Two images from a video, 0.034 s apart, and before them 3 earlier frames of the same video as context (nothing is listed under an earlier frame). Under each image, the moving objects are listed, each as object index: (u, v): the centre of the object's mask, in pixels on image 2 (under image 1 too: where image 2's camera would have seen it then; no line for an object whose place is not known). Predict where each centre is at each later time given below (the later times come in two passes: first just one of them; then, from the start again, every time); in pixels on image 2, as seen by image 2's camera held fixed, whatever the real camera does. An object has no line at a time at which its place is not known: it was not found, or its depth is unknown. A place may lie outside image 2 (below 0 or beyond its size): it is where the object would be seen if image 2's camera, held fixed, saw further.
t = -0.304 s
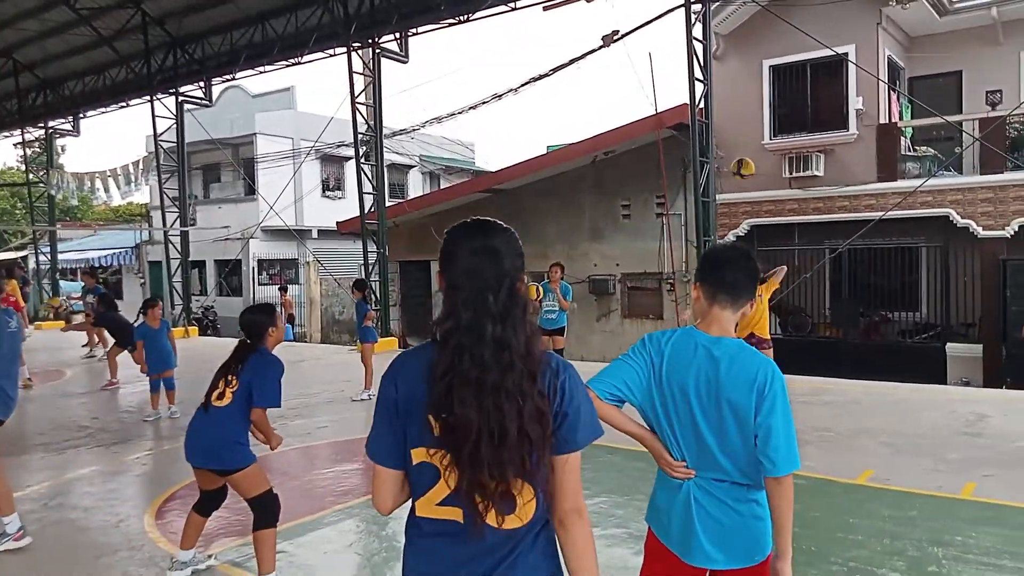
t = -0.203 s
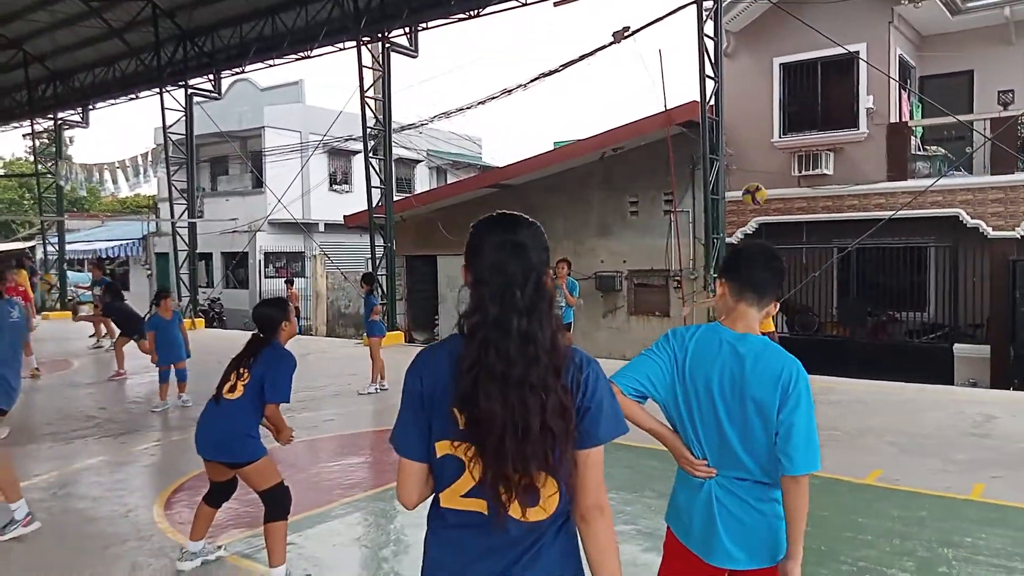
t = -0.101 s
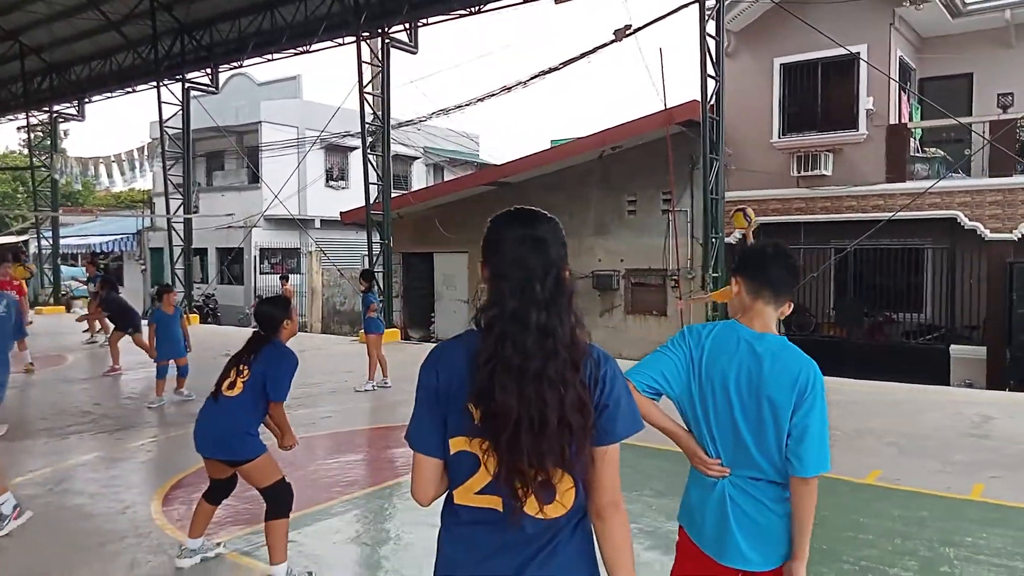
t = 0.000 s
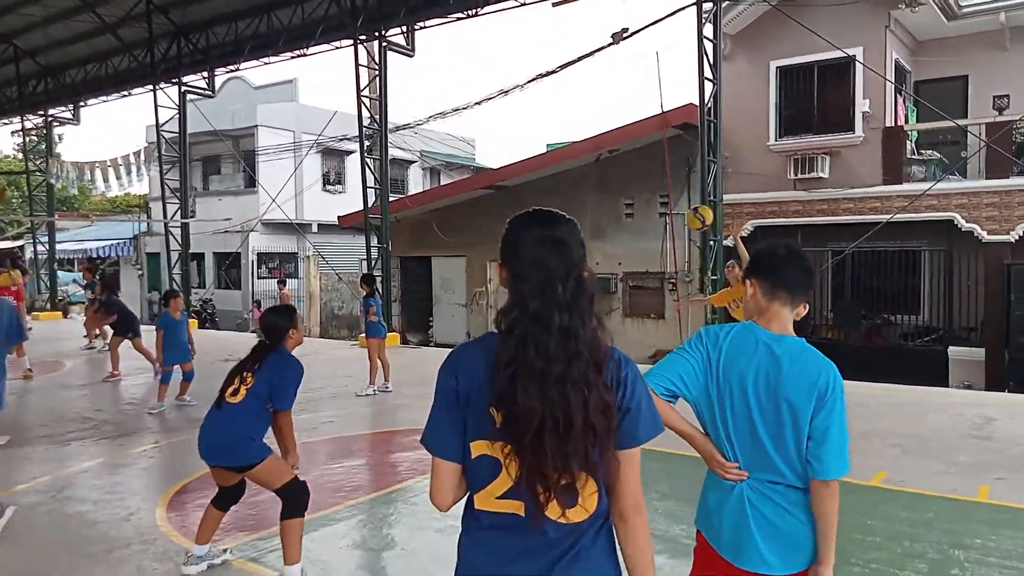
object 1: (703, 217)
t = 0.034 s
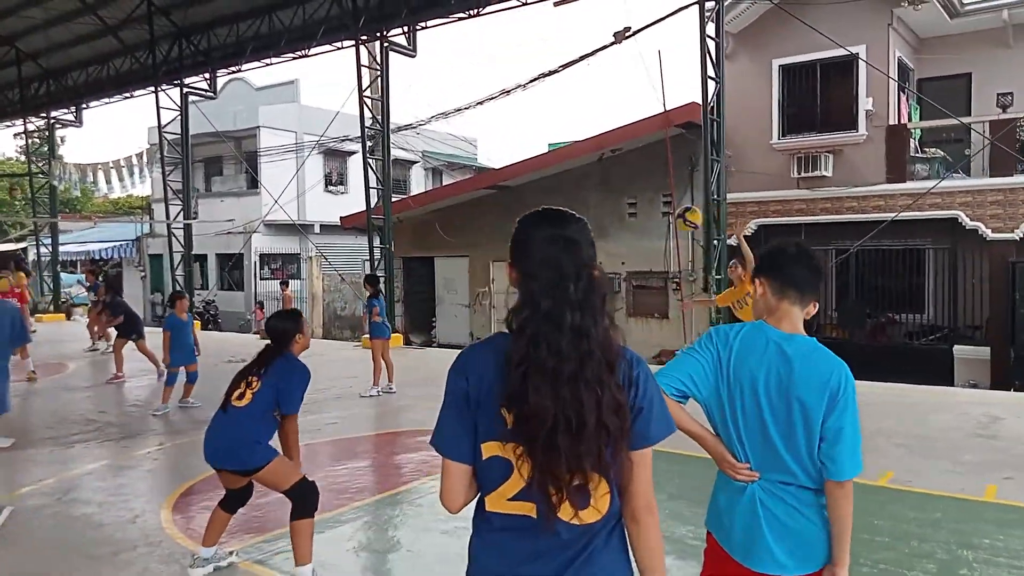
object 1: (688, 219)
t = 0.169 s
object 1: (630, 241)
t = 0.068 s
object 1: (673, 222)
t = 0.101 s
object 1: (658, 226)
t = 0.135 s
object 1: (641, 234)
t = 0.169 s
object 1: (630, 241)
